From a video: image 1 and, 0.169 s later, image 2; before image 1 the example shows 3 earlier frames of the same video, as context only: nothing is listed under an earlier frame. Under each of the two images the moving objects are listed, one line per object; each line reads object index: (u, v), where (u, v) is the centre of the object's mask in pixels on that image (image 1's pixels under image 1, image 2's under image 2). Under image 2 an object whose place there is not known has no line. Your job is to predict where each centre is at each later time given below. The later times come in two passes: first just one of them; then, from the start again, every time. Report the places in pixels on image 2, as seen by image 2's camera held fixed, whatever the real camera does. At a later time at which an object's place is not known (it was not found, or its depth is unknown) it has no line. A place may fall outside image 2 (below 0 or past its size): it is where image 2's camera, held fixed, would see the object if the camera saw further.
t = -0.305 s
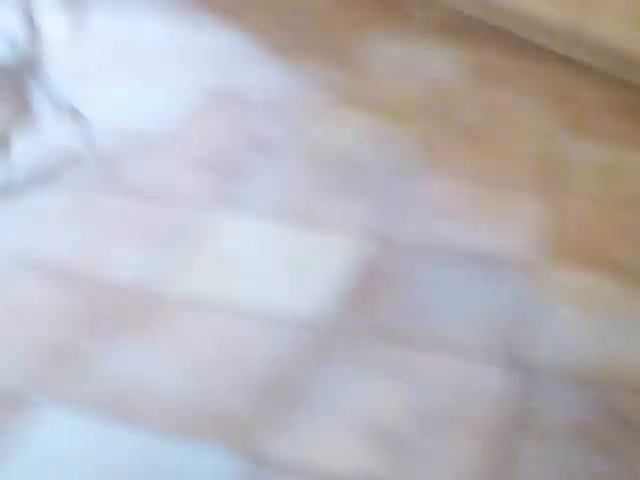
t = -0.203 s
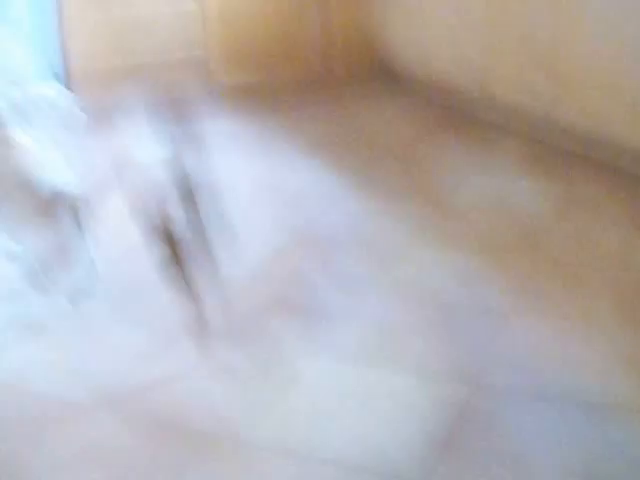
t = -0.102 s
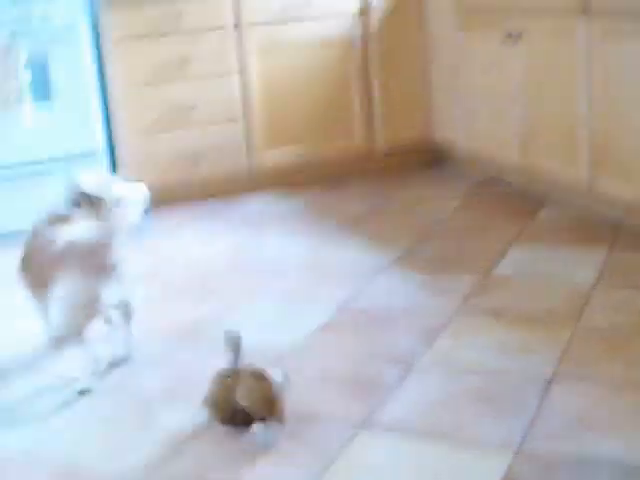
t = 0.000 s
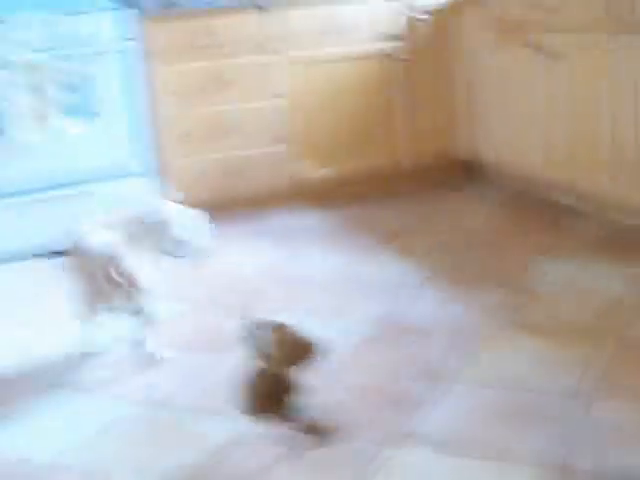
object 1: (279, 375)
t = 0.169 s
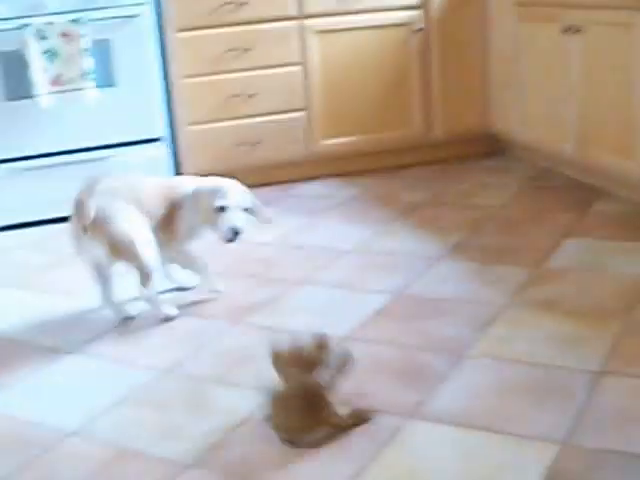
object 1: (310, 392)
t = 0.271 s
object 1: (308, 405)
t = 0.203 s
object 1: (311, 405)
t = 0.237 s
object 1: (309, 407)
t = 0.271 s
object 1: (308, 405)
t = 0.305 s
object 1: (310, 403)
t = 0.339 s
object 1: (312, 402)
